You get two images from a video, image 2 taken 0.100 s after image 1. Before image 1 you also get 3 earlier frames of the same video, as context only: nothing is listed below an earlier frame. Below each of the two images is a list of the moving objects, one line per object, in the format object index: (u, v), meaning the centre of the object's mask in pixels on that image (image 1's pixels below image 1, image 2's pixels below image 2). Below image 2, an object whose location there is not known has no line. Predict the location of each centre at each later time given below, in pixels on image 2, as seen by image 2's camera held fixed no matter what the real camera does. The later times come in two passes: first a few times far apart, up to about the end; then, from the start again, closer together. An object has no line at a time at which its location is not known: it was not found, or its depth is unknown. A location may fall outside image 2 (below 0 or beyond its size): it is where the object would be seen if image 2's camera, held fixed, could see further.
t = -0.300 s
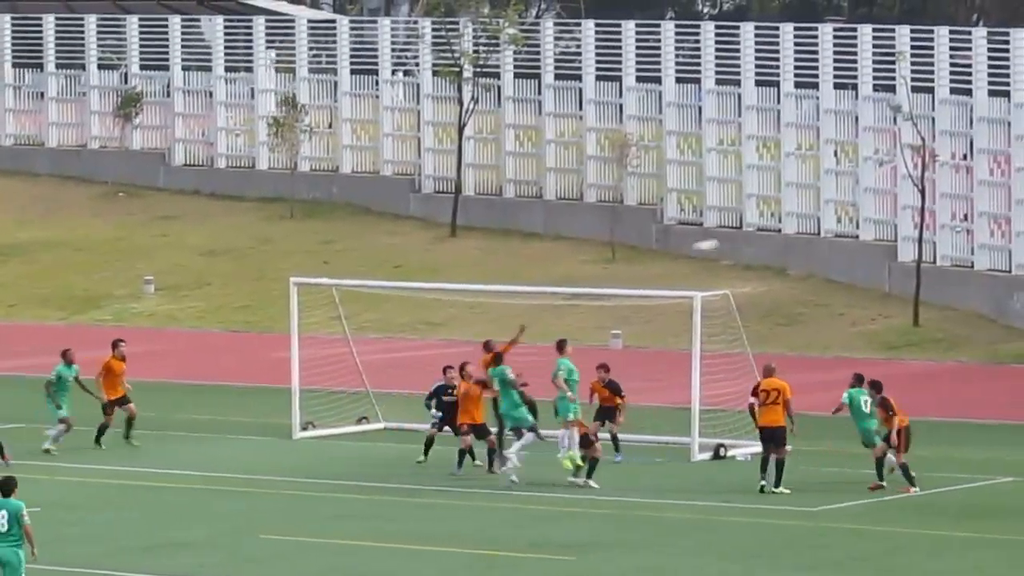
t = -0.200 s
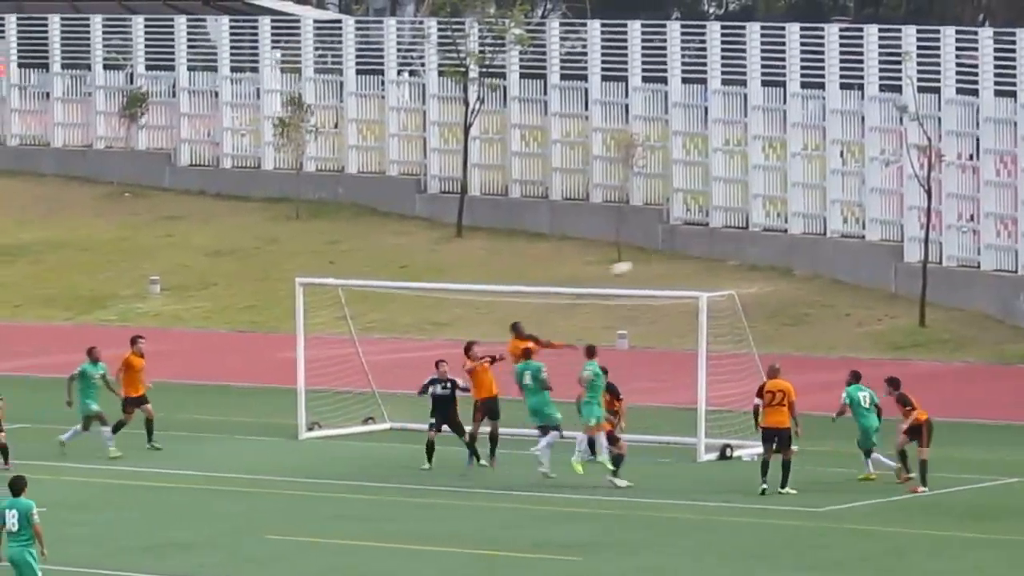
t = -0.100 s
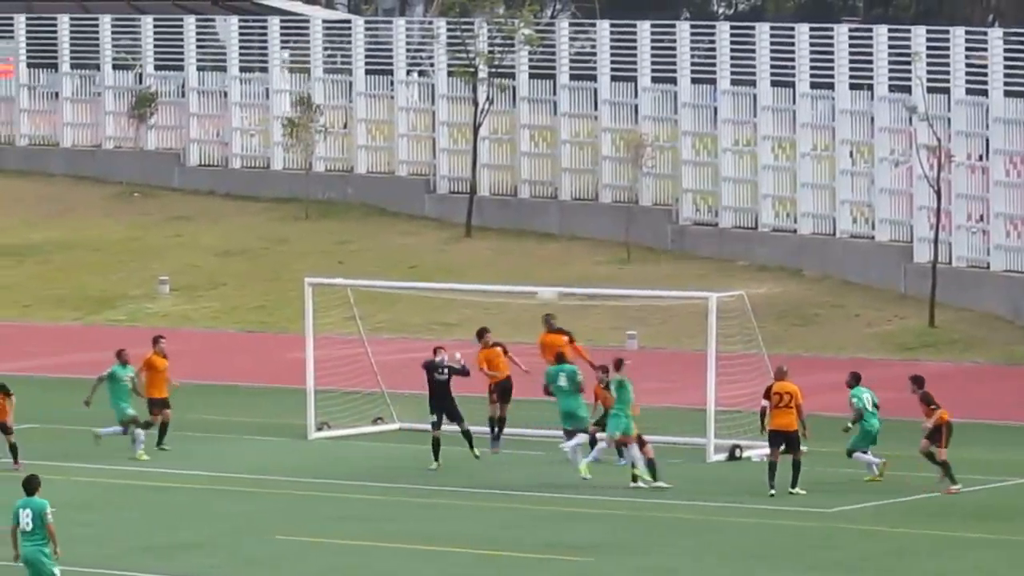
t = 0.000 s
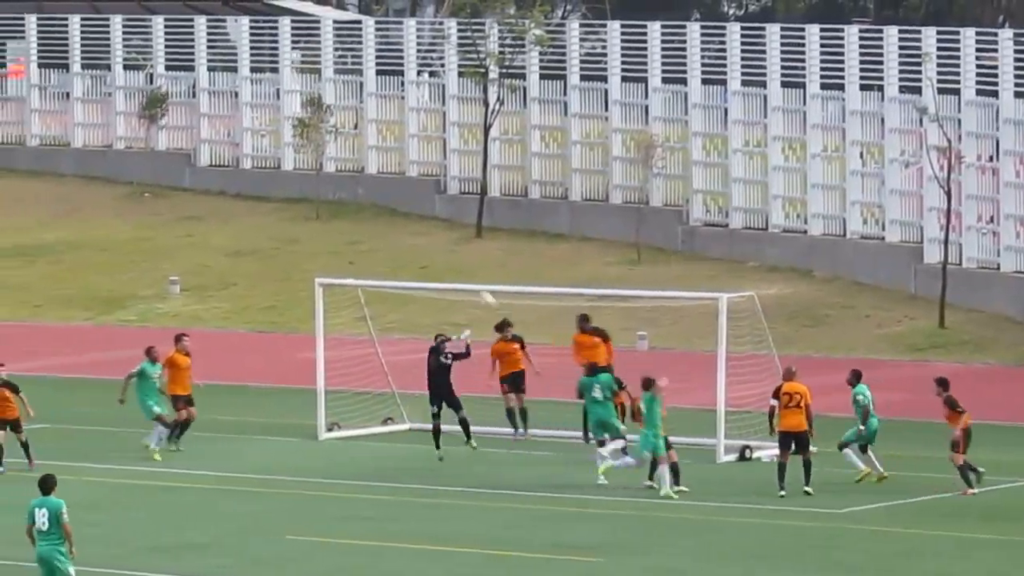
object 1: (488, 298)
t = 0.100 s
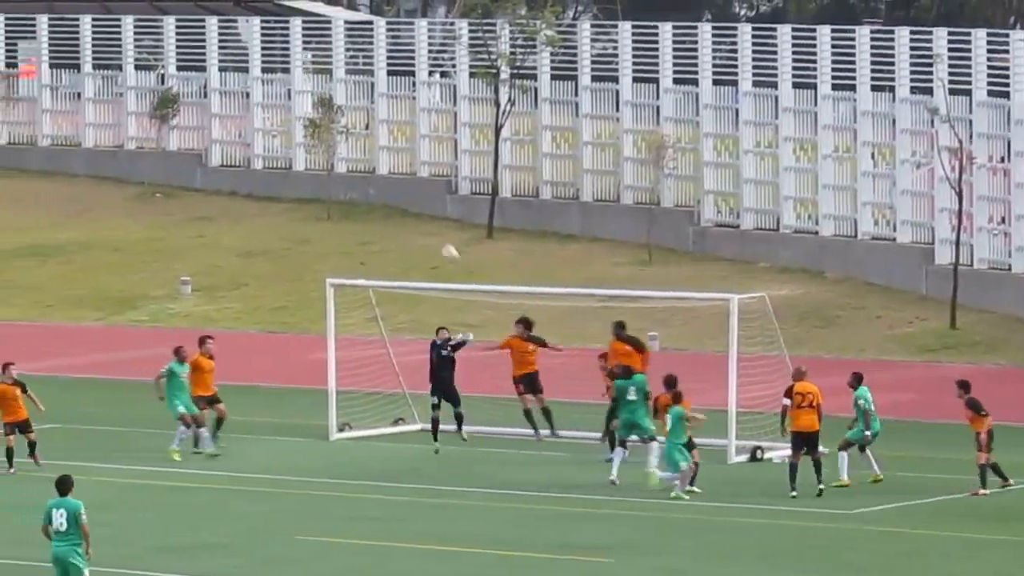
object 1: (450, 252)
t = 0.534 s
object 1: (274, 140)
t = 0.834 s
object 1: (182, 142)
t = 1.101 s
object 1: (115, 190)
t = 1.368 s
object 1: (65, 279)
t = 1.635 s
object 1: (30, 397)
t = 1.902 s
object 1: (6, 298)
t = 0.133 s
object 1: (434, 238)
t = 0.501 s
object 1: (286, 144)
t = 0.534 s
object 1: (274, 140)
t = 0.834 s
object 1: (182, 142)
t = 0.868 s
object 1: (172, 145)
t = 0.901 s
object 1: (164, 149)
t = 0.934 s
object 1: (155, 154)
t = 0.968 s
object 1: (146, 160)
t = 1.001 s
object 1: (138, 166)
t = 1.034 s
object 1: (131, 173)
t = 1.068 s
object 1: (123, 181)
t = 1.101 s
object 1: (115, 190)
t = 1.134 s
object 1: (108, 199)
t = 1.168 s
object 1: (102, 208)
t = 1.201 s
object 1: (95, 218)
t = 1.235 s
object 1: (88, 230)
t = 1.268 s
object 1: (82, 241)
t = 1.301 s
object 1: (76, 253)
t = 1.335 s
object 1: (70, 266)
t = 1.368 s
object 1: (65, 279)
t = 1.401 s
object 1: (59, 292)
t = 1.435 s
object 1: (54, 306)
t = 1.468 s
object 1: (50, 321)
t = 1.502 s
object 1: (46, 337)
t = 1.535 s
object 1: (41, 353)
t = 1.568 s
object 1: (37, 369)
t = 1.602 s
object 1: (34, 385)
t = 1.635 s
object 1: (30, 397)
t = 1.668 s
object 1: (26, 382)
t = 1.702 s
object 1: (23, 368)
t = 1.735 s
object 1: (20, 355)
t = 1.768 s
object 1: (17, 342)
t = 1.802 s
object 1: (14, 330)
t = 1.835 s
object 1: (12, 319)
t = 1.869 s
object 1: (8, 308)
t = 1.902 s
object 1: (6, 298)
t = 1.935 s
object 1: (3, 289)
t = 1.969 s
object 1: (0, 281)
